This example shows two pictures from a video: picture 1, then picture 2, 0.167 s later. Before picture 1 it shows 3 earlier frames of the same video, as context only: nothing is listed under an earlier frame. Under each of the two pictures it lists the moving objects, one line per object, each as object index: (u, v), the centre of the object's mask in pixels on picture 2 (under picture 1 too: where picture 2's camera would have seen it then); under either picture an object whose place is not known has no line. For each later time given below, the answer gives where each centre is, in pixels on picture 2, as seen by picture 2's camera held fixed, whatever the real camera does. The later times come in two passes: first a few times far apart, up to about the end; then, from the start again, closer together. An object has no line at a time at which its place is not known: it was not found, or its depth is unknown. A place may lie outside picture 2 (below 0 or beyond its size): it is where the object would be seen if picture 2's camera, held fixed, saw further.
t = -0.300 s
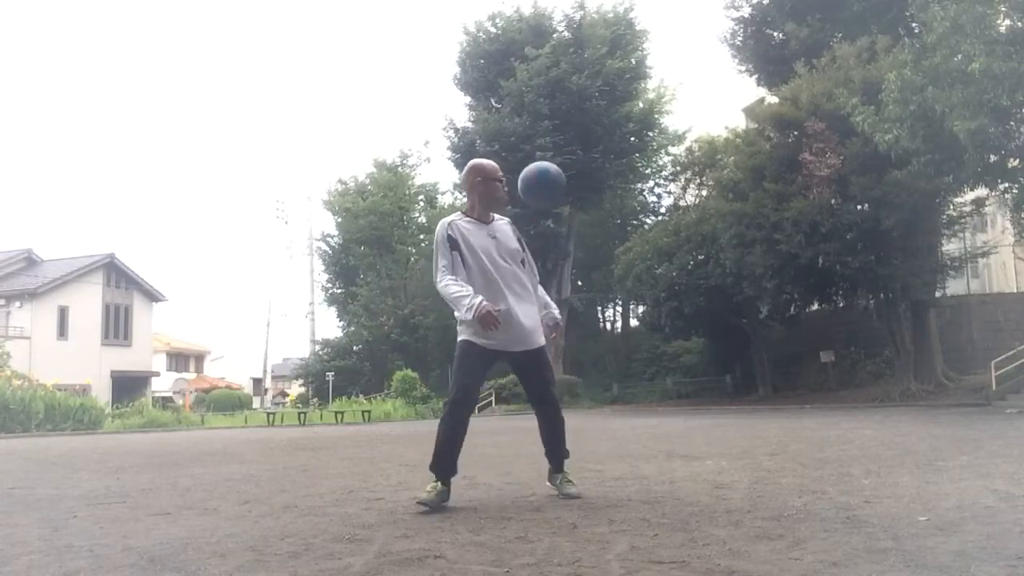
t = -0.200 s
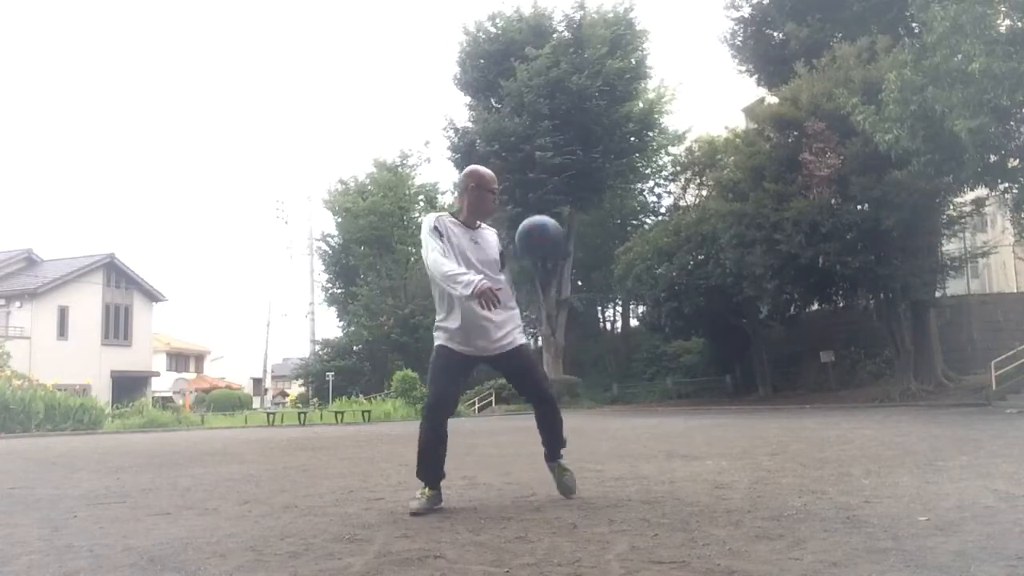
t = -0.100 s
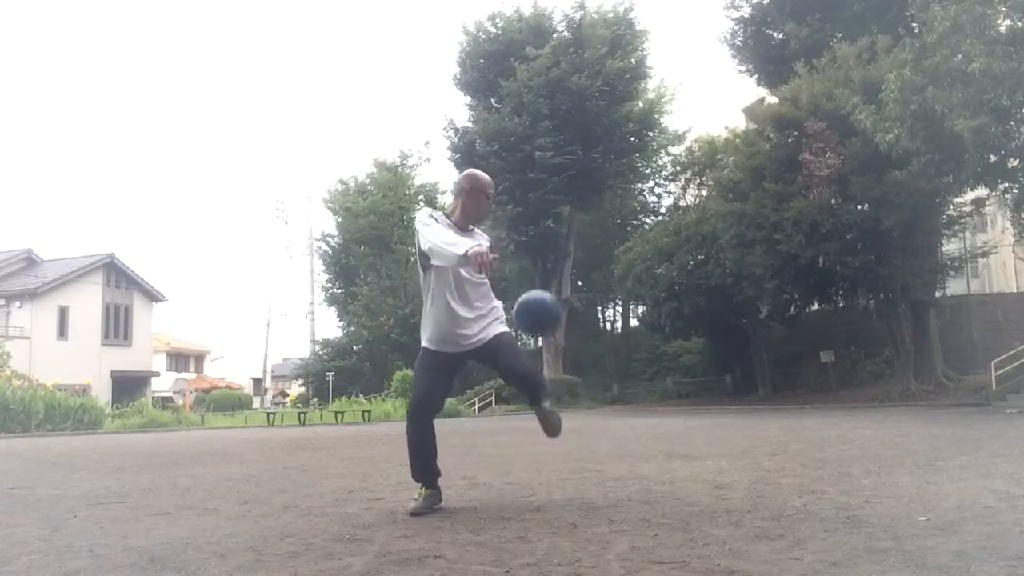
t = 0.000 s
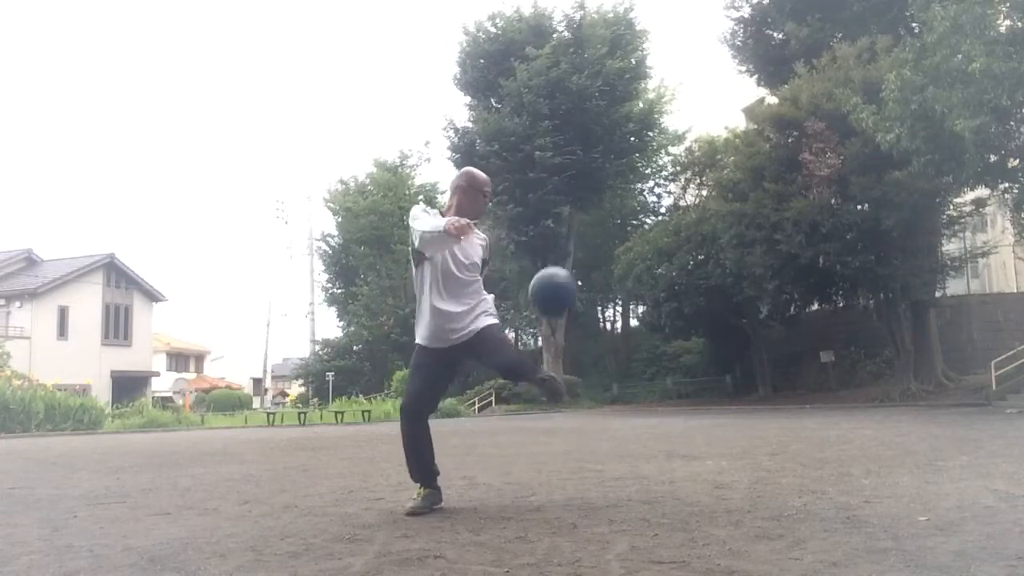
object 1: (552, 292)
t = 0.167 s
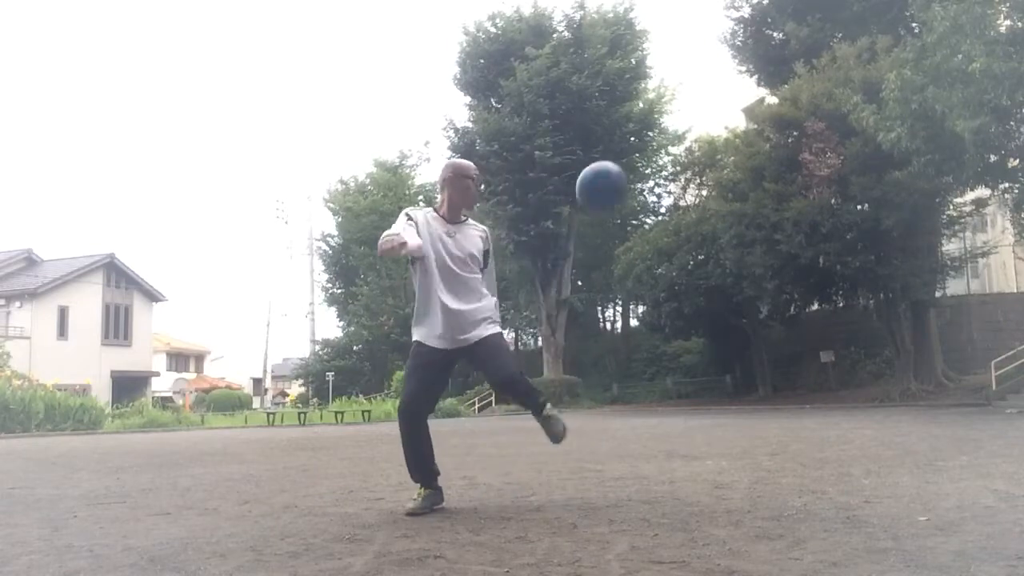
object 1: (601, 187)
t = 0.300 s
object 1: (646, 147)
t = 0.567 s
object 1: (758, 186)
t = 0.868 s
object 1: (937, 499)
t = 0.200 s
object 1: (612, 174)
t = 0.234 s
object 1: (624, 162)
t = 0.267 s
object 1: (635, 153)
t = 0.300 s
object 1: (646, 147)
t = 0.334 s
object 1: (658, 142)
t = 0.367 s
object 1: (671, 140)
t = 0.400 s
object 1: (684, 141)
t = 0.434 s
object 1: (698, 145)
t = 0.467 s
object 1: (712, 151)
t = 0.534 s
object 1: (742, 170)
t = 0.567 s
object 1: (758, 186)
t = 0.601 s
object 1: (775, 206)
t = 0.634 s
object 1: (792, 228)
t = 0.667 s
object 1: (810, 256)
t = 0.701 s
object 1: (829, 282)
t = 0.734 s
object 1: (850, 316)
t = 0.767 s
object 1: (871, 355)
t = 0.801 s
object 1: (892, 398)
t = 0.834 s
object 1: (914, 446)
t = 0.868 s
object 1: (937, 499)
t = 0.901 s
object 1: (960, 485)
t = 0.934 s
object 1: (980, 434)
